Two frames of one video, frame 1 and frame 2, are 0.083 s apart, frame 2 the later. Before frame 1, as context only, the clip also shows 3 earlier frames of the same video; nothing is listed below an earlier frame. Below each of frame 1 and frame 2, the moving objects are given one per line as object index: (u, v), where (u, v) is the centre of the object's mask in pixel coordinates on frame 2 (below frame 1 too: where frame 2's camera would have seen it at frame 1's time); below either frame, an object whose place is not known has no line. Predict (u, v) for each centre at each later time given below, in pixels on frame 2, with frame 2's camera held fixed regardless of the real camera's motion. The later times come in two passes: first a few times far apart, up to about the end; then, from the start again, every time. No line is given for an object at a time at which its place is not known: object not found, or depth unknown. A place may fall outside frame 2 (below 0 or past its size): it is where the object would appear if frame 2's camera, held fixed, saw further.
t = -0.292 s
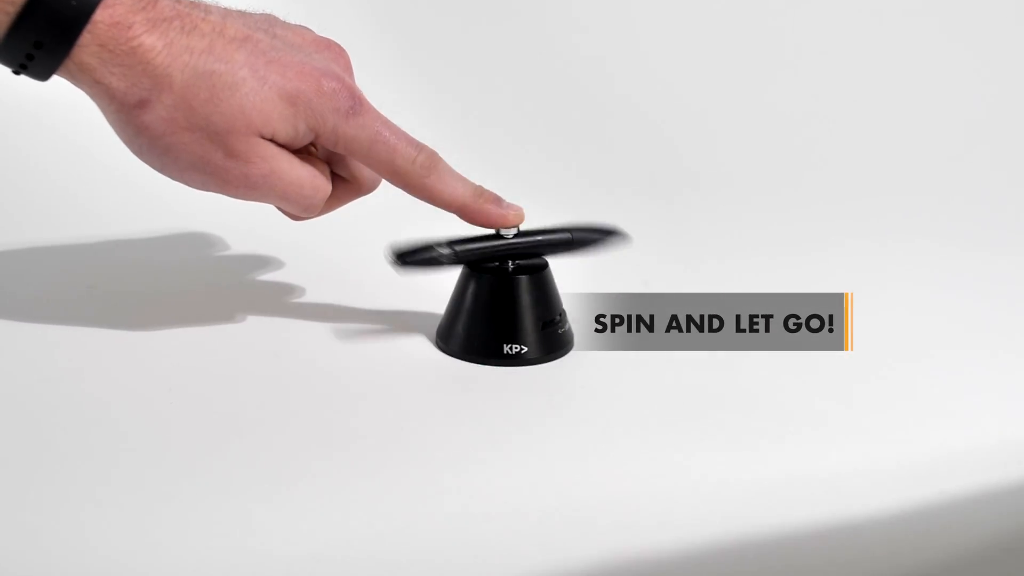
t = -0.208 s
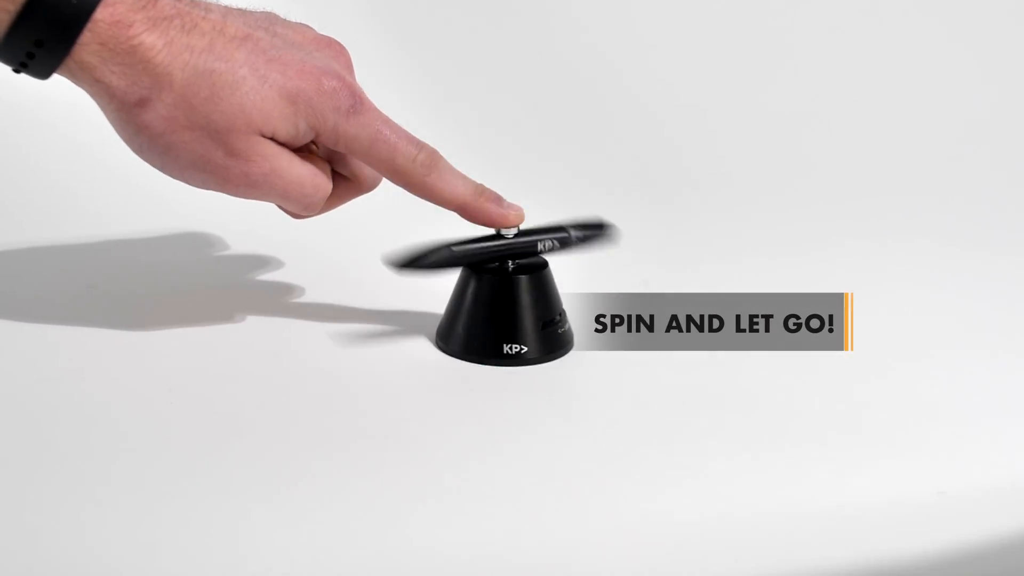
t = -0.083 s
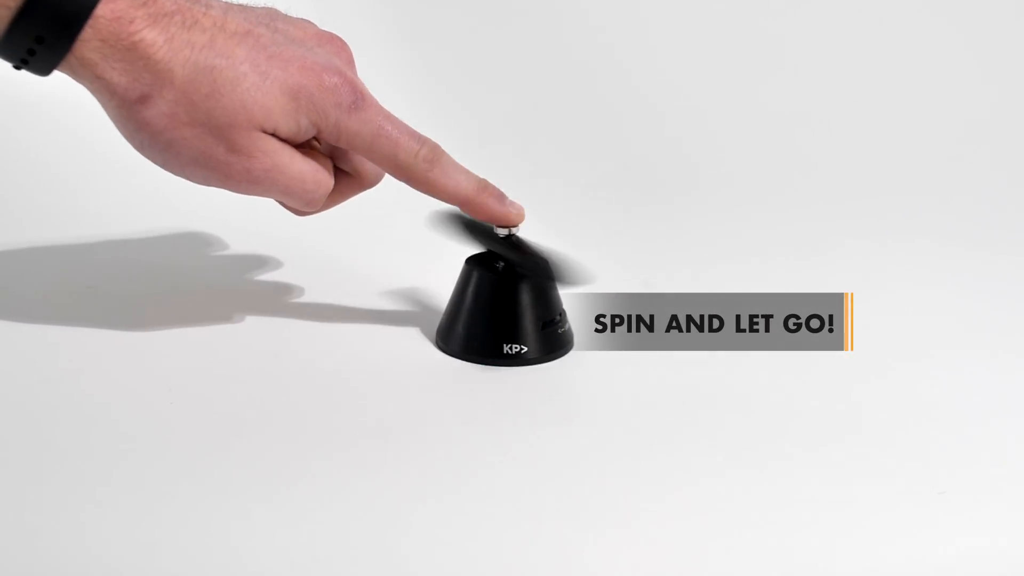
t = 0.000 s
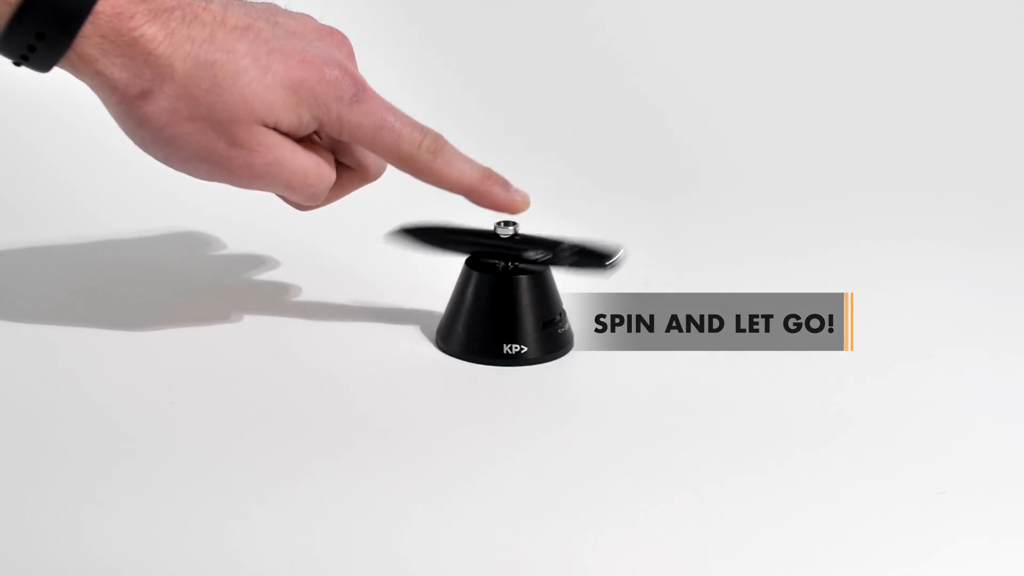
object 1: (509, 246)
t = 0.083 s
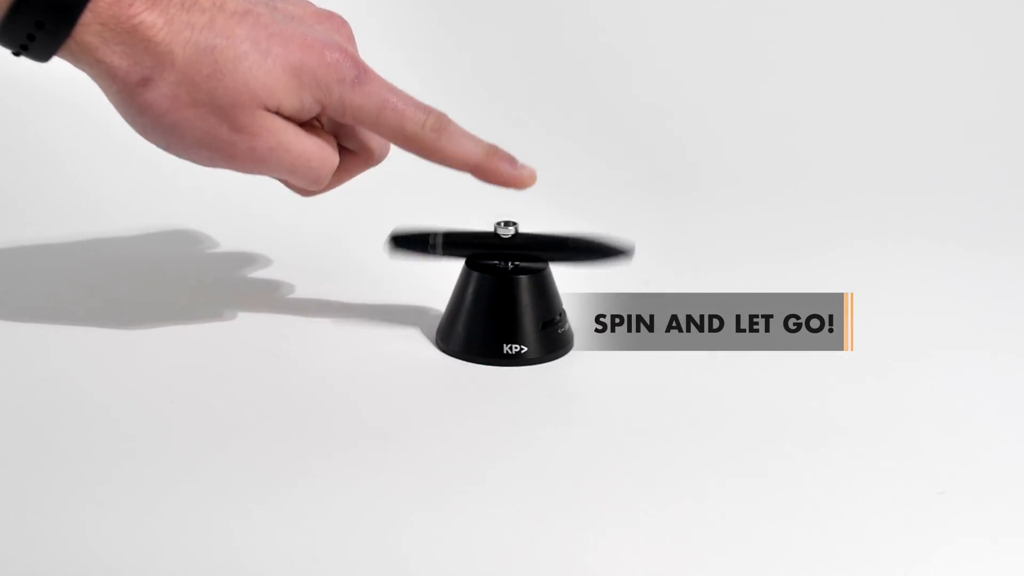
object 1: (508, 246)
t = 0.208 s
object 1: (499, 232)
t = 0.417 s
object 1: (498, 253)
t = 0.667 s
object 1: (510, 246)
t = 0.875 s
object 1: (512, 249)
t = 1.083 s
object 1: (512, 248)
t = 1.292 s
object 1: (511, 248)
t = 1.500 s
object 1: (511, 246)
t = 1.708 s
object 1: (508, 246)
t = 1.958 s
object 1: (509, 246)
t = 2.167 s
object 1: (508, 245)
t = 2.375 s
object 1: (499, 249)
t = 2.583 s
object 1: (513, 252)
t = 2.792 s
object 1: (507, 246)
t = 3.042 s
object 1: (504, 246)
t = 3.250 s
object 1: (510, 248)
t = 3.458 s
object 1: (503, 246)
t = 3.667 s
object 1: (512, 247)
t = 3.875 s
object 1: (502, 247)
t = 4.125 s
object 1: (509, 247)
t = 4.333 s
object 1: (498, 254)
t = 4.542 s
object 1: (502, 246)
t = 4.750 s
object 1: (507, 246)
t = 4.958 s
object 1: (510, 246)
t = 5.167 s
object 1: (510, 247)
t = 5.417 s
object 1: (499, 254)
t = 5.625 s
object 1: (505, 248)
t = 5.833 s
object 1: (501, 254)
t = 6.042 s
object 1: (505, 246)
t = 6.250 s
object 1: (512, 248)
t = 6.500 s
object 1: (509, 247)
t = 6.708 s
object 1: (509, 246)
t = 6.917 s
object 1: (500, 247)
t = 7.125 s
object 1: (508, 249)
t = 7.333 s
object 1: (509, 246)
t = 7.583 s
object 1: (500, 248)
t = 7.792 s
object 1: (510, 247)
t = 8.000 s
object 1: (502, 247)
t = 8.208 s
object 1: (512, 247)
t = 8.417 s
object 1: (502, 251)
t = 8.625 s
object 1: (503, 246)
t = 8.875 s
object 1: (510, 247)
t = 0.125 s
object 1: (515, 237)
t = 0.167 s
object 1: (507, 246)
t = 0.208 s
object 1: (499, 232)
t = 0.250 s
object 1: (503, 246)
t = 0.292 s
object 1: (512, 249)
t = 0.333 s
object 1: (501, 247)
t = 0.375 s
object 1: (511, 247)
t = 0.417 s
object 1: (498, 253)
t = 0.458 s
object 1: (508, 246)
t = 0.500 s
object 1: (500, 219)
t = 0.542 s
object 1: (508, 246)
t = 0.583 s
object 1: (515, 251)
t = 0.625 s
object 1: (502, 246)
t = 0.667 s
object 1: (510, 246)
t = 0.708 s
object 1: (502, 246)
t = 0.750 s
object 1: (506, 245)
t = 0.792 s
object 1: (509, 229)
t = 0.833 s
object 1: (505, 246)
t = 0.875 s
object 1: (512, 249)
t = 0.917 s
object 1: (502, 247)
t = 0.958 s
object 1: (510, 246)
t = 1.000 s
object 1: (507, 230)
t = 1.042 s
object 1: (509, 246)
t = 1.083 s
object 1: (512, 248)
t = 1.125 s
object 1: (502, 246)
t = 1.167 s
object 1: (509, 246)
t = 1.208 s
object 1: (499, 256)
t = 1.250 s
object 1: (503, 246)
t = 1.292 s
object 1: (511, 248)
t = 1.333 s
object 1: (501, 247)
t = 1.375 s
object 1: (509, 246)
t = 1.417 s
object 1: (512, 257)
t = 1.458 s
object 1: (504, 246)
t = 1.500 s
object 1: (511, 246)
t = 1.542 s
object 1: (508, 239)
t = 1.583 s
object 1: (507, 246)
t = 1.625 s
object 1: (512, 248)
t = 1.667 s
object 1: (499, 248)
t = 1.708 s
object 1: (508, 246)
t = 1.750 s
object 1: (498, 238)
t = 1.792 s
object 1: (502, 247)
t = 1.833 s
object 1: (509, 246)
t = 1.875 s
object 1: (501, 231)
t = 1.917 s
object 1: (504, 246)
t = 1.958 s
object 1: (509, 246)
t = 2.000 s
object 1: (502, 250)
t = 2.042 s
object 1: (506, 245)
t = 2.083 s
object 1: (513, 249)
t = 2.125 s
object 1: (499, 253)
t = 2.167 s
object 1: (508, 245)
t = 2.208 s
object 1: (510, 247)
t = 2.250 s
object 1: (502, 247)
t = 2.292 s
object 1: (508, 245)
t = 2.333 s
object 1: (514, 252)
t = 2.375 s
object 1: (499, 249)
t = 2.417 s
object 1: (508, 246)
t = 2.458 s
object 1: (510, 248)
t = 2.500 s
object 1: (501, 246)
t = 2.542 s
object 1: (508, 246)
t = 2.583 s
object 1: (513, 252)
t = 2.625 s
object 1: (499, 249)
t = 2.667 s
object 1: (507, 246)
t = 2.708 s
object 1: (509, 247)
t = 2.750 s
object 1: (501, 247)
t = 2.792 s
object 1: (507, 246)
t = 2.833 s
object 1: (511, 251)
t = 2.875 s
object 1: (499, 252)
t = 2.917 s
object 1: (506, 246)
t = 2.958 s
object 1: (510, 246)
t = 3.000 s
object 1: (506, 241)
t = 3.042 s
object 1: (504, 246)
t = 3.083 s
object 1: (510, 246)
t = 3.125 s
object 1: (503, 231)
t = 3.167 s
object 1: (501, 247)
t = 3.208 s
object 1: (509, 246)
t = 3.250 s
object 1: (510, 248)
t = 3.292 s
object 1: (502, 247)
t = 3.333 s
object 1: (507, 246)
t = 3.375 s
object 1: (512, 248)
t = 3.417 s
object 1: (502, 255)
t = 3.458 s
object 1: (503, 246)
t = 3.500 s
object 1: (508, 246)
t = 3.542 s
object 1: (503, 245)
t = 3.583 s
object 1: (502, 246)
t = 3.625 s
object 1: (507, 246)
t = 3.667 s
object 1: (512, 247)
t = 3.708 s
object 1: (499, 252)
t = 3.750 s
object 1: (502, 246)
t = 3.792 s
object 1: (509, 246)
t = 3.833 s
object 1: (509, 248)
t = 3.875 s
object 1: (502, 247)
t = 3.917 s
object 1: (506, 246)
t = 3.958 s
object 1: (511, 247)
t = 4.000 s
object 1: (508, 256)
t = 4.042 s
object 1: (501, 247)
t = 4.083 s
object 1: (506, 246)
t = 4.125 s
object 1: (509, 247)
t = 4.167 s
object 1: (507, 246)
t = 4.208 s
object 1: (503, 246)
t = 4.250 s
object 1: (509, 246)
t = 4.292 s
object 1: (514, 251)
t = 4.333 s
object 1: (498, 254)
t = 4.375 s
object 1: (502, 246)
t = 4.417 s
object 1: (508, 246)
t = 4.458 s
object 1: (511, 248)
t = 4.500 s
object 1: (505, 248)
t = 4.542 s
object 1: (502, 246)
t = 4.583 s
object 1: (509, 246)
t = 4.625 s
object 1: (512, 248)
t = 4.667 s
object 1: (501, 255)
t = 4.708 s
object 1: (500, 247)
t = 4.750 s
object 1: (507, 246)
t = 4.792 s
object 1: (509, 247)
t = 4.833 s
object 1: (505, 247)
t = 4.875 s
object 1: (503, 247)
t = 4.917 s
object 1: (506, 246)
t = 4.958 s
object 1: (510, 246)
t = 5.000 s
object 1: (513, 253)
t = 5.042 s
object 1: (499, 252)
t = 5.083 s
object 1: (501, 247)
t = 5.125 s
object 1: (507, 246)
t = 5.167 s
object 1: (510, 247)
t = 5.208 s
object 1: (506, 249)
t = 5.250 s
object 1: (502, 247)
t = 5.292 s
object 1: (505, 246)
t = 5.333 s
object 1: (511, 247)
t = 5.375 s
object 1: (513, 248)
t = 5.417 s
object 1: (499, 254)
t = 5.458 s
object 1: (500, 247)
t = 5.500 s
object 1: (505, 246)
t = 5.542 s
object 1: (508, 246)
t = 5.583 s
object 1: (510, 248)
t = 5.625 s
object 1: (505, 248)
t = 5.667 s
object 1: (502, 246)
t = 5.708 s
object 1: (506, 246)
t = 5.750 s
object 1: (511, 247)
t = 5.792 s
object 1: (513, 249)
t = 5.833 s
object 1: (501, 254)
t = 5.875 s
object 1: (500, 248)
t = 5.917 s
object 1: (503, 246)
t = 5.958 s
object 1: (508, 246)
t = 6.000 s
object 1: (509, 247)
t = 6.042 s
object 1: (505, 246)
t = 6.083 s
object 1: (503, 248)
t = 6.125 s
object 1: (502, 247)
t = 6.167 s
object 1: (506, 246)
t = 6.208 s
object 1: (511, 246)
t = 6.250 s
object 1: (512, 248)
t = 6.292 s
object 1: (508, 254)
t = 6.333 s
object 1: (500, 250)
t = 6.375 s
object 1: (500, 247)
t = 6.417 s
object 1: (504, 246)
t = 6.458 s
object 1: (509, 246)
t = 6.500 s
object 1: (509, 247)
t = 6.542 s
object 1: (507, 248)
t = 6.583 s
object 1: (501, 249)
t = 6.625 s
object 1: (502, 247)
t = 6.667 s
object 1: (505, 246)
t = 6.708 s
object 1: (509, 246)
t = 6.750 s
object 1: (512, 247)
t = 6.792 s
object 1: (512, 249)
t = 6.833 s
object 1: (507, 254)
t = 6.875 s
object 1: (499, 250)
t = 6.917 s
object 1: (500, 247)
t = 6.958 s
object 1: (504, 246)
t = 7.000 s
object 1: (507, 246)
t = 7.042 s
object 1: (509, 247)
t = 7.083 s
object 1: (509, 247)
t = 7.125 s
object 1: (508, 249)
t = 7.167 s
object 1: (504, 247)
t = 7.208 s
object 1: (502, 247)
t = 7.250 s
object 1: (503, 247)
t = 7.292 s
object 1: (506, 246)
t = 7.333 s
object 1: (509, 246)
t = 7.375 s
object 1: (512, 247)
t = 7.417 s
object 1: (512, 249)
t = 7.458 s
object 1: (511, 253)
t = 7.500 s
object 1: (503, 253)
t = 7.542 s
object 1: (500, 249)
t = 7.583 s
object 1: (500, 248)
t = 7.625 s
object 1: (502, 247)
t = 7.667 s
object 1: (505, 246)
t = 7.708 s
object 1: (508, 246)
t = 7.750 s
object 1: (510, 247)
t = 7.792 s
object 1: (510, 247)
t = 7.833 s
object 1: (508, 247)
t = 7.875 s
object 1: (507, 249)
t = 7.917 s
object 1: (505, 246)
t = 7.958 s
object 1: (503, 247)
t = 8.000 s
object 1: (502, 247)
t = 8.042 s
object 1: (503, 246)
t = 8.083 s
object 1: (505, 246)
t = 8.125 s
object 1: (508, 246)
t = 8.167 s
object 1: (510, 246)
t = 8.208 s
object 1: (512, 247)
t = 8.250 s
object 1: (512, 248)
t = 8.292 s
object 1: (512, 248)
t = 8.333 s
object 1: (511, 251)
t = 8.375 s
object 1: (507, 252)
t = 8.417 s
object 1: (502, 251)
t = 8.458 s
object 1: (501, 249)
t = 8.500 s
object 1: (500, 248)
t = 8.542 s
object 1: (500, 247)
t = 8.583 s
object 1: (501, 247)
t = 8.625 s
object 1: (503, 246)
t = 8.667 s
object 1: (505, 246)
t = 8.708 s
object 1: (506, 246)
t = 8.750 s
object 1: (508, 246)
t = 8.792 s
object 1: (509, 246)
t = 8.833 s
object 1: (510, 247)
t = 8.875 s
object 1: (510, 247)
